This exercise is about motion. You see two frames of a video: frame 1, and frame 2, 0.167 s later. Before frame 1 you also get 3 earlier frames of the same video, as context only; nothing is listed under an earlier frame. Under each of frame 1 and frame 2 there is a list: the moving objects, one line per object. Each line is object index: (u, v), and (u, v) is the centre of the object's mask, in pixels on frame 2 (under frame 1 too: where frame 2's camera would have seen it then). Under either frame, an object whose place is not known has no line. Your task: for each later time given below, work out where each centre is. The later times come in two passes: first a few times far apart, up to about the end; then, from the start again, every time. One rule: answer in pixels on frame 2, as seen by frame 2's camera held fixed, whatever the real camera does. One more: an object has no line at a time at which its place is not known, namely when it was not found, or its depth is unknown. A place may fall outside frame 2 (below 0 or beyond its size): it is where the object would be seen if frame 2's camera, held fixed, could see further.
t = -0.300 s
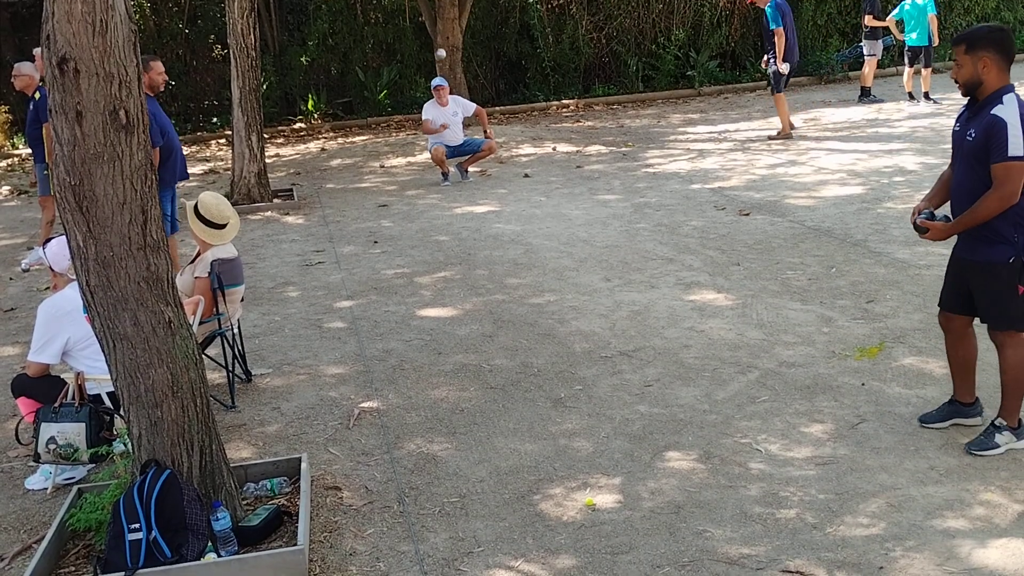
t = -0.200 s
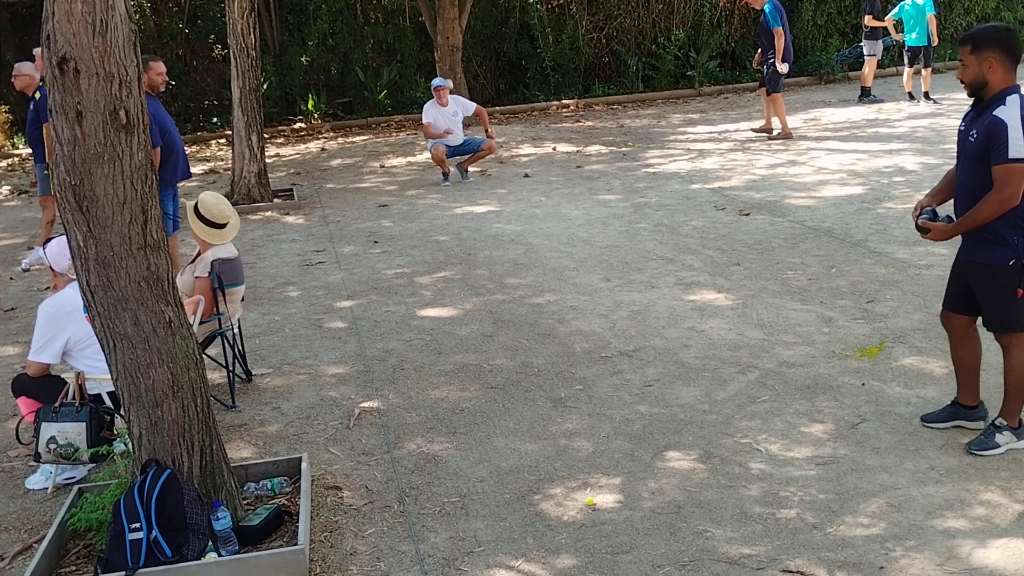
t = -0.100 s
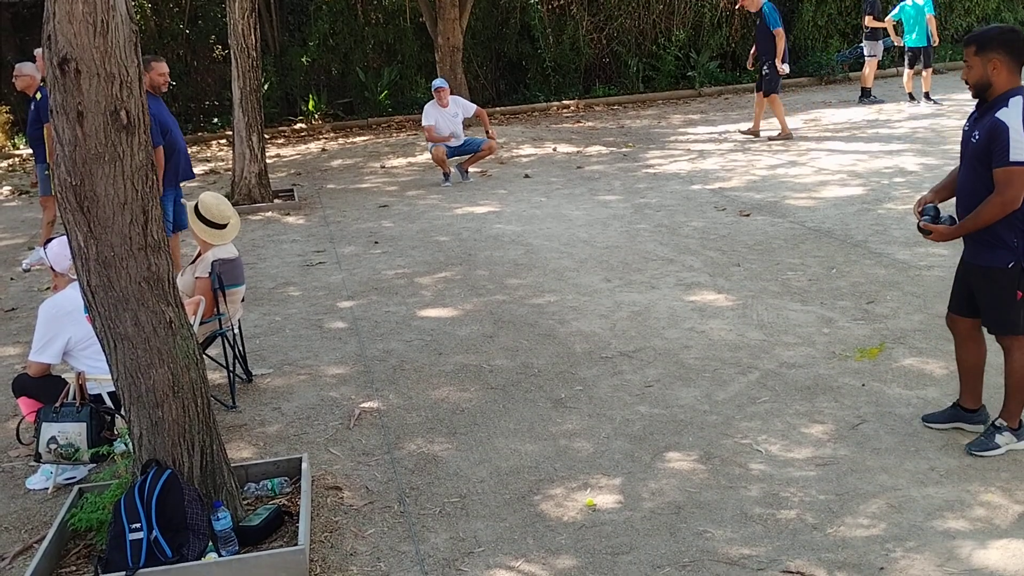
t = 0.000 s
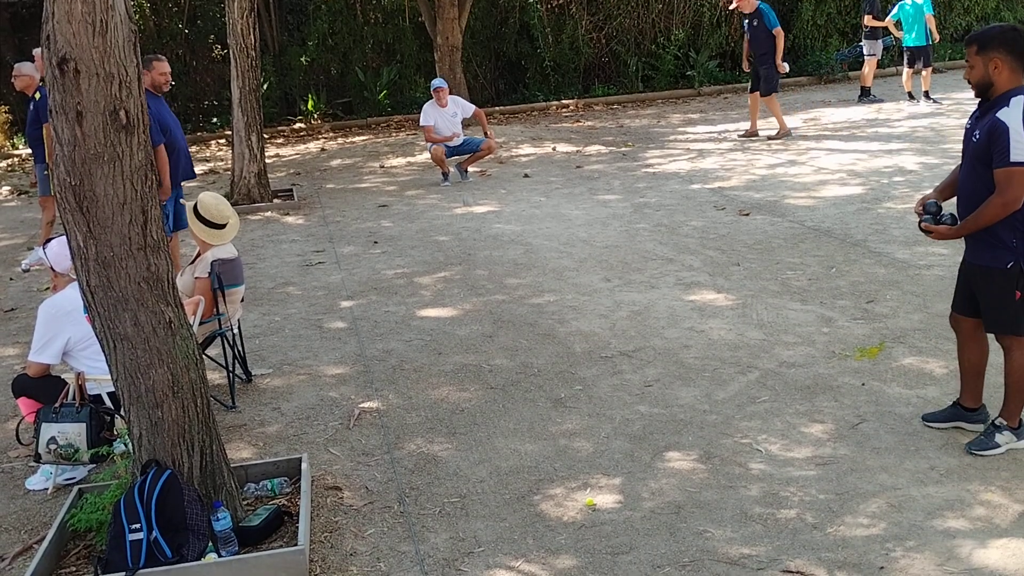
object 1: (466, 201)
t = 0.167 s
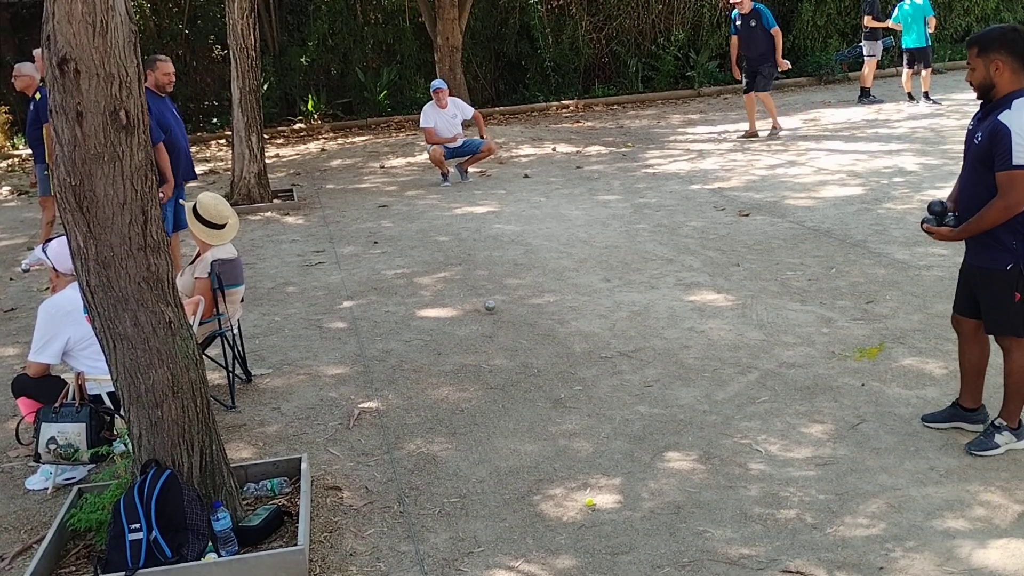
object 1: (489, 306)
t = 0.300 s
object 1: (506, 319)
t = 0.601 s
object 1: (541, 349)
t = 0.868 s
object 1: (578, 372)
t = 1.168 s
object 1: (622, 397)
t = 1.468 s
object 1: (663, 425)
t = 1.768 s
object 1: (705, 452)
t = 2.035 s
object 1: (733, 469)
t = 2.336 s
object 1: (759, 488)
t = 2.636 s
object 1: (781, 499)
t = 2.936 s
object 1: (787, 504)
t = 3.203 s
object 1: (786, 507)
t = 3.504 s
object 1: (786, 507)
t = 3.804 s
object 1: (786, 507)
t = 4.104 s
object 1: (786, 507)
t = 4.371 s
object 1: (786, 507)
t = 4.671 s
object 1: (786, 507)
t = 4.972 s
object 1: (786, 507)
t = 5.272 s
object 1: (786, 507)
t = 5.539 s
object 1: (786, 507)
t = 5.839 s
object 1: (786, 507)
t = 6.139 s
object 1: (787, 507)
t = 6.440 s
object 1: (786, 507)
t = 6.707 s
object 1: (786, 507)
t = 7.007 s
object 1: (787, 507)
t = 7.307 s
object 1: (786, 507)
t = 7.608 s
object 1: (786, 507)
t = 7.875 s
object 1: (786, 507)
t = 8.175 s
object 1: (786, 507)
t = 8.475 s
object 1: (786, 507)
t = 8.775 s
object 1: (786, 507)
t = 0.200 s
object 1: (494, 309)
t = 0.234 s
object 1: (498, 315)
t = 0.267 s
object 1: (502, 318)
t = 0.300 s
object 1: (506, 319)
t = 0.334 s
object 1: (509, 321)
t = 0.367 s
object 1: (513, 326)
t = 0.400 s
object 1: (517, 331)
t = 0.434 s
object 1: (521, 334)
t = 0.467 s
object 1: (525, 336)
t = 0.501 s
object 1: (529, 340)
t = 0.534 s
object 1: (532, 343)
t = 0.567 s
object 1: (537, 345)
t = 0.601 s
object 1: (541, 349)
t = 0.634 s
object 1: (546, 352)
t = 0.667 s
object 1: (550, 356)
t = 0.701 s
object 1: (554, 358)
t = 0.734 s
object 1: (559, 361)
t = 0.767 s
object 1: (564, 364)
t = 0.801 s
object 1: (569, 366)
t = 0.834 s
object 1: (573, 368)
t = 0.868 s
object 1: (578, 372)
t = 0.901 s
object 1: (582, 374)
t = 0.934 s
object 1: (588, 378)
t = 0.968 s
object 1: (593, 380)
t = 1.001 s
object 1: (598, 383)
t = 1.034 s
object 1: (603, 386)
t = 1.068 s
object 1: (608, 389)
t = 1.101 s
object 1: (613, 392)
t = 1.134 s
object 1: (618, 395)
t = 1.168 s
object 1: (622, 397)
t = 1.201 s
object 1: (628, 402)
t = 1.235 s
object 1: (632, 405)
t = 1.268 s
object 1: (637, 408)
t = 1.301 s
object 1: (641, 410)
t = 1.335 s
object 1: (646, 414)
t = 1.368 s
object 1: (650, 416)
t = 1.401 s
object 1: (655, 419)
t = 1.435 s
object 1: (659, 422)
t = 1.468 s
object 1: (663, 425)
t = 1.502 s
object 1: (669, 429)
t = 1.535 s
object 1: (673, 432)
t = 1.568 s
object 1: (679, 435)
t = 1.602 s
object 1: (684, 438)
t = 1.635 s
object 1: (688, 441)
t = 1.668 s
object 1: (693, 444)
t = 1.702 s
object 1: (696, 447)
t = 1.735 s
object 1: (701, 450)
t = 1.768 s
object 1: (705, 452)
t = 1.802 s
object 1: (709, 453)
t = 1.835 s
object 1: (713, 456)
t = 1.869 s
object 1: (716, 458)
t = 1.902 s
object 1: (720, 461)
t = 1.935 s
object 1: (724, 464)
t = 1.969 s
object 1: (727, 465)
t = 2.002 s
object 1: (730, 467)
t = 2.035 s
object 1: (733, 469)
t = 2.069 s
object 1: (735, 472)
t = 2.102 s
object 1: (738, 474)
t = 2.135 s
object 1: (741, 475)
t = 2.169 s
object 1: (744, 478)
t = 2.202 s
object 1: (747, 480)
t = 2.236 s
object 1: (750, 482)
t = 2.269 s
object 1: (753, 484)
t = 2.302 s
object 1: (756, 486)
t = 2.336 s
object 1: (759, 488)
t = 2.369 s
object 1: (762, 490)
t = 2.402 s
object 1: (765, 491)
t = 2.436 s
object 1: (768, 493)
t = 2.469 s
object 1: (770, 494)
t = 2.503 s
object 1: (773, 495)
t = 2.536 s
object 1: (775, 496)
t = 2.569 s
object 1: (778, 497)
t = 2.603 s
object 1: (779, 497)
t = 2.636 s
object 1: (781, 499)
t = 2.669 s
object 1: (782, 499)
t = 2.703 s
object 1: (784, 501)
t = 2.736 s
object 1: (785, 502)
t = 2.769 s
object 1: (786, 502)
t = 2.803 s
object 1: (786, 503)
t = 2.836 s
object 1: (787, 503)
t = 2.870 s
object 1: (786, 504)
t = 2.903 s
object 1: (787, 504)
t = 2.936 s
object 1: (787, 504)
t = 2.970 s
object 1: (786, 505)
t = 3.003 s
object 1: (786, 505)
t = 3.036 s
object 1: (786, 505)
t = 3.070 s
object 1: (786, 506)
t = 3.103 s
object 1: (785, 506)
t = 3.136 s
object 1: (786, 507)
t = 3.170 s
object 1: (786, 507)
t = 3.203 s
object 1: (786, 507)
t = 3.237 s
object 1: (786, 507)
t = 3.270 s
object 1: (786, 507)
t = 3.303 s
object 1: (786, 507)
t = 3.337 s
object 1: (786, 507)
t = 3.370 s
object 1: (786, 507)
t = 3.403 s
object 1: (786, 507)
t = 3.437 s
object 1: (786, 507)
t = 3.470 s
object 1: (786, 507)
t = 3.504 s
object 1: (786, 507)
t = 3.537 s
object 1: (786, 507)
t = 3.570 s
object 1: (786, 507)
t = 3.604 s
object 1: (786, 507)
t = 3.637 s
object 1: (786, 507)
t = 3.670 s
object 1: (786, 507)
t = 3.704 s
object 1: (786, 507)
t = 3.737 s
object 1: (786, 507)
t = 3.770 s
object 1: (786, 507)
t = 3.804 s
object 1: (786, 507)
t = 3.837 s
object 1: (786, 507)
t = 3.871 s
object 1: (786, 507)
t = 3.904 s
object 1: (786, 507)
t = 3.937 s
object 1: (786, 507)
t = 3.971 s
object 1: (786, 507)
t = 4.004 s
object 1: (786, 507)
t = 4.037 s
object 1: (786, 507)
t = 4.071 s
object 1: (786, 507)
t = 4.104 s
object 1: (786, 507)
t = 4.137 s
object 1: (786, 507)
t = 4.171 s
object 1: (786, 507)
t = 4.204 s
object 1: (786, 507)
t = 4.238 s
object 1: (786, 507)
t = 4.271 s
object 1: (786, 507)
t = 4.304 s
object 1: (786, 507)
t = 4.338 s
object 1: (786, 507)
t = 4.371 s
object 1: (786, 507)
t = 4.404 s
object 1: (786, 507)
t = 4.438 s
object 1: (786, 507)
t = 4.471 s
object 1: (786, 507)
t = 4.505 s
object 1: (786, 507)
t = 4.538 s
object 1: (786, 507)
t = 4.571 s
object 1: (786, 507)
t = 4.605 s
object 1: (787, 507)
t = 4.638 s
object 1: (786, 507)
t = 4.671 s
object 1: (786, 507)
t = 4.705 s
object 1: (786, 507)
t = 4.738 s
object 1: (787, 507)
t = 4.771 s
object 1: (786, 507)
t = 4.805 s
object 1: (786, 507)
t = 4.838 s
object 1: (786, 507)
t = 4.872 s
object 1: (786, 507)
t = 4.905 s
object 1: (786, 507)
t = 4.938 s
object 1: (786, 507)
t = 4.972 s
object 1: (786, 507)
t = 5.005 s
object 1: (786, 507)
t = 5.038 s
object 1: (786, 507)
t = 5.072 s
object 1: (786, 507)
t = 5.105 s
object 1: (786, 507)
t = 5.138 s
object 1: (786, 507)
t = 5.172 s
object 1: (786, 507)
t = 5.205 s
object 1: (786, 507)
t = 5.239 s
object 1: (786, 507)
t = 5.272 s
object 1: (786, 507)
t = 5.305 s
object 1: (787, 507)
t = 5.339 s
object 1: (786, 507)
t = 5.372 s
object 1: (786, 507)
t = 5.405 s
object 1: (786, 507)
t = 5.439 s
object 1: (786, 507)
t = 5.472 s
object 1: (786, 507)
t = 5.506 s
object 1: (786, 507)
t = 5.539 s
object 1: (786, 507)
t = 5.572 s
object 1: (786, 507)
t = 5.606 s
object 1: (786, 507)
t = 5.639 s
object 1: (786, 507)
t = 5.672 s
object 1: (786, 507)
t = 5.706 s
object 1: (786, 507)
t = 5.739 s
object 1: (786, 507)
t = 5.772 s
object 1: (786, 507)
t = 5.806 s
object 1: (786, 507)
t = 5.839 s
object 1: (786, 507)
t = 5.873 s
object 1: (786, 507)
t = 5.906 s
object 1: (786, 507)
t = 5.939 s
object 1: (786, 507)
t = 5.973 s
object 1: (786, 507)
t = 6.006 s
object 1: (786, 506)
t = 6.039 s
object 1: (786, 507)
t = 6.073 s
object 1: (786, 507)
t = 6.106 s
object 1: (786, 507)
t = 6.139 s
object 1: (787, 507)
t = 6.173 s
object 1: (786, 507)
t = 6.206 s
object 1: (786, 506)
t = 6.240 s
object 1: (786, 507)
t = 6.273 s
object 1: (787, 507)
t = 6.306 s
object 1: (786, 507)
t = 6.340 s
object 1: (786, 507)
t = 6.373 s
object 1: (786, 507)
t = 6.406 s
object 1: (786, 507)
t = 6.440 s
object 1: (786, 507)
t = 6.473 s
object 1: (786, 507)
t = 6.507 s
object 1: (786, 507)
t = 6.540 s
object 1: (787, 507)
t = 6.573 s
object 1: (786, 507)
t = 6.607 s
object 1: (786, 507)
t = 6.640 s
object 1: (786, 507)
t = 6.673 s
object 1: (786, 507)
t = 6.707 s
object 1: (786, 507)
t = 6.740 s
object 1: (786, 507)
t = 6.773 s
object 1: (786, 507)
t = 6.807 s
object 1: (787, 507)
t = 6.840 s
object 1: (786, 507)
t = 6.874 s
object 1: (786, 507)
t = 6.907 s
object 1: (786, 507)
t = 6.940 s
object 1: (786, 507)
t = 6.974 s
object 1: (786, 507)
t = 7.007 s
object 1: (787, 507)
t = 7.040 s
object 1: (786, 507)
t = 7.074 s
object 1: (787, 507)
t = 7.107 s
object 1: (787, 507)
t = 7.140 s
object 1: (786, 507)
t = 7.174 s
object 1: (786, 507)
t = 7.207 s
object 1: (786, 507)
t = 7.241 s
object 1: (786, 507)
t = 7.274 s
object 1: (786, 507)
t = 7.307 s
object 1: (786, 507)
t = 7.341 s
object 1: (786, 507)
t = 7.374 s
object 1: (786, 507)
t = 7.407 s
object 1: (786, 507)
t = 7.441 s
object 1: (786, 507)
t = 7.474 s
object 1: (786, 507)
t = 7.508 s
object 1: (786, 507)
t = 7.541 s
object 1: (786, 507)
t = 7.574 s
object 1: (786, 507)
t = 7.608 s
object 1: (786, 507)
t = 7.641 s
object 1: (786, 507)
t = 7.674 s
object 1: (786, 507)
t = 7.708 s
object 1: (786, 507)
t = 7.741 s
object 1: (786, 507)
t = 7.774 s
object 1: (786, 507)
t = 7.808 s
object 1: (786, 507)
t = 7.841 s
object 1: (786, 507)
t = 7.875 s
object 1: (786, 507)
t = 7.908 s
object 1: (786, 507)
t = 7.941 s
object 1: (786, 507)
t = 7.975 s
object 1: (786, 507)
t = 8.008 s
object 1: (786, 507)
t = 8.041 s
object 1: (786, 507)
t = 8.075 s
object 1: (786, 507)
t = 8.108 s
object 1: (786, 507)
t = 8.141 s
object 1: (786, 507)
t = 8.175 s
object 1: (786, 507)
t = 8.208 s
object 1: (786, 507)
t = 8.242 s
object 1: (786, 507)
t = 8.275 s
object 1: (786, 507)
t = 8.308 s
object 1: (786, 507)
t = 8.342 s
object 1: (787, 507)
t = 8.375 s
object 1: (786, 507)
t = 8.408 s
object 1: (786, 507)
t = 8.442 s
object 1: (786, 507)
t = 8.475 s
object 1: (786, 507)
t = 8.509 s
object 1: (786, 507)
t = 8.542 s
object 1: (786, 507)
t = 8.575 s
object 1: (786, 507)
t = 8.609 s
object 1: (786, 507)
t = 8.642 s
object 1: (786, 507)
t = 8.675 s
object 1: (786, 507)
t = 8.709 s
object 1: (786, 507)
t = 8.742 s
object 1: (787, 507)
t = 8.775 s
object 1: (786, 507)
